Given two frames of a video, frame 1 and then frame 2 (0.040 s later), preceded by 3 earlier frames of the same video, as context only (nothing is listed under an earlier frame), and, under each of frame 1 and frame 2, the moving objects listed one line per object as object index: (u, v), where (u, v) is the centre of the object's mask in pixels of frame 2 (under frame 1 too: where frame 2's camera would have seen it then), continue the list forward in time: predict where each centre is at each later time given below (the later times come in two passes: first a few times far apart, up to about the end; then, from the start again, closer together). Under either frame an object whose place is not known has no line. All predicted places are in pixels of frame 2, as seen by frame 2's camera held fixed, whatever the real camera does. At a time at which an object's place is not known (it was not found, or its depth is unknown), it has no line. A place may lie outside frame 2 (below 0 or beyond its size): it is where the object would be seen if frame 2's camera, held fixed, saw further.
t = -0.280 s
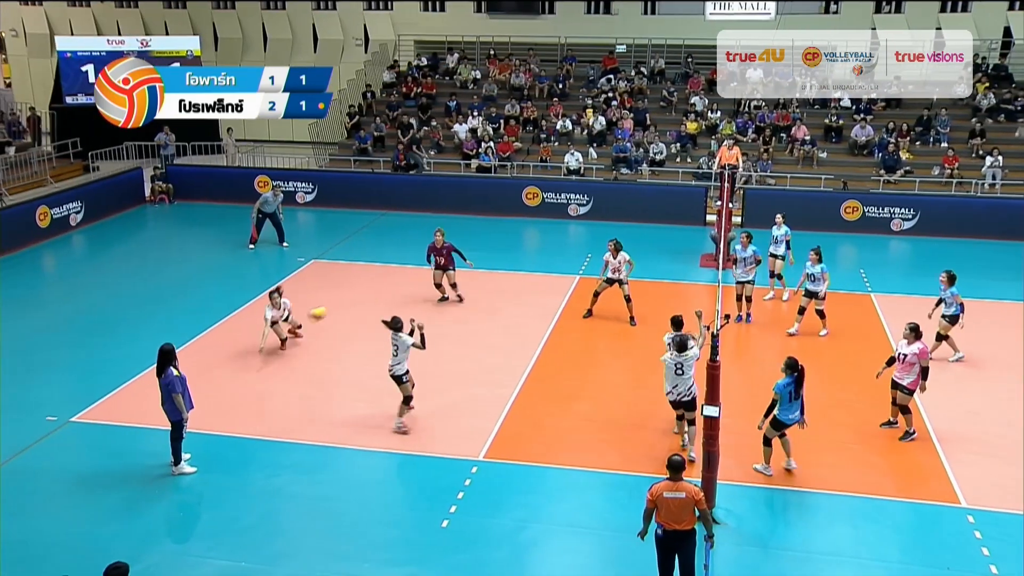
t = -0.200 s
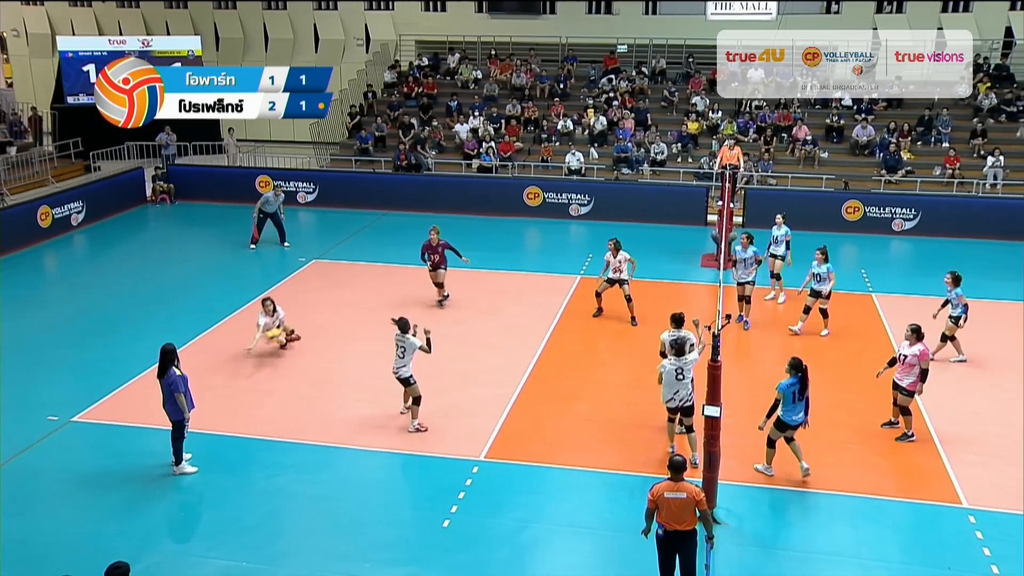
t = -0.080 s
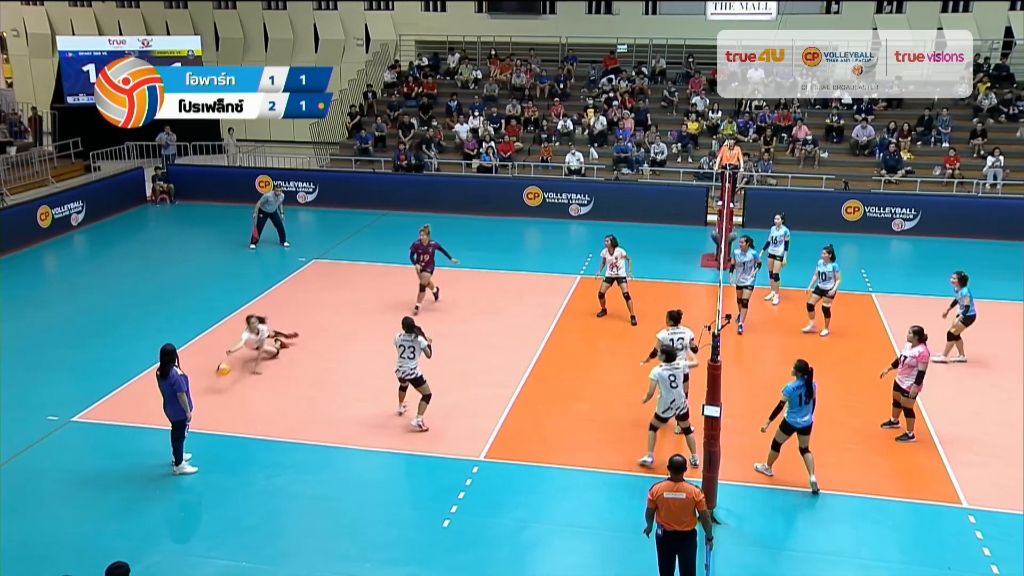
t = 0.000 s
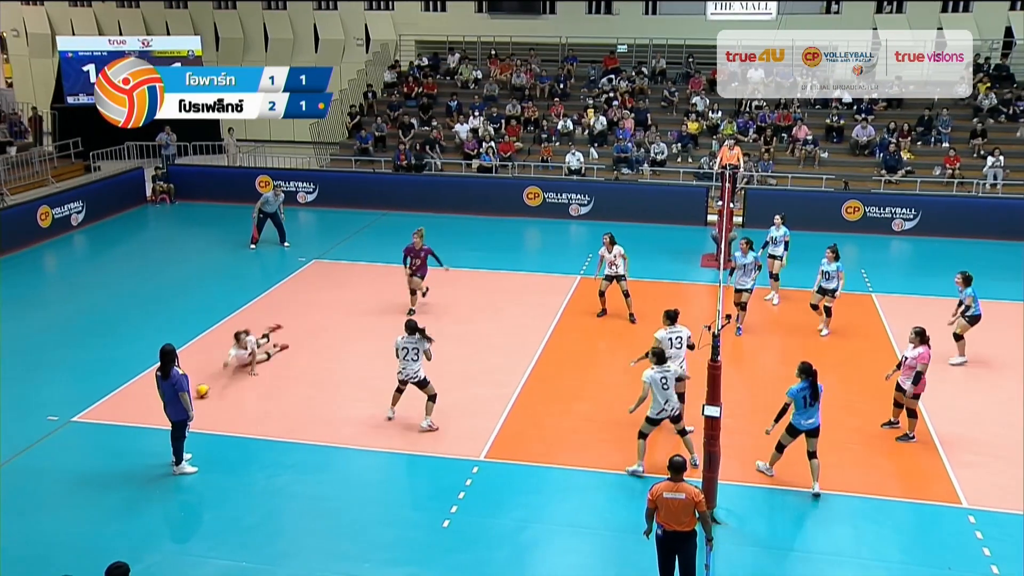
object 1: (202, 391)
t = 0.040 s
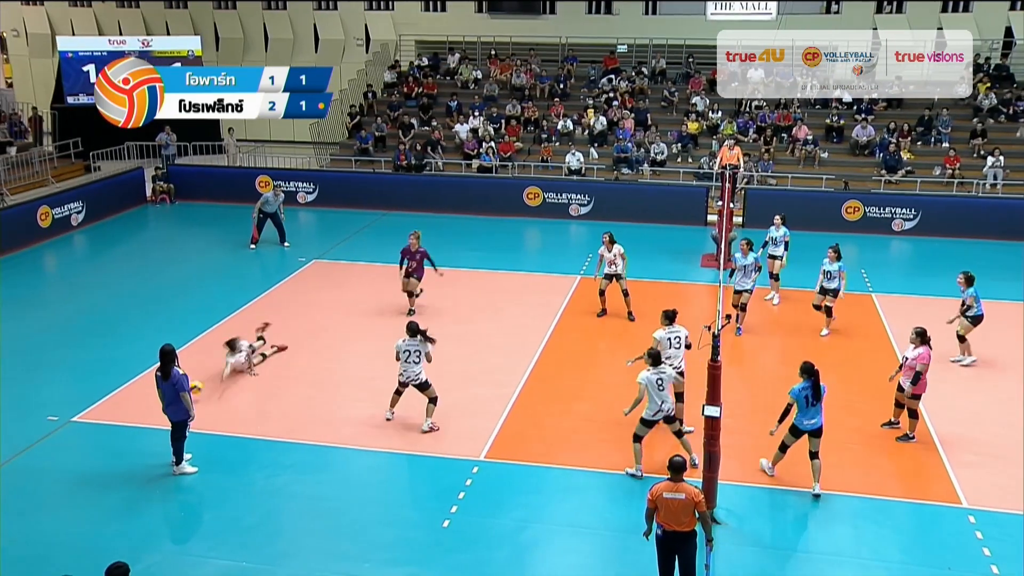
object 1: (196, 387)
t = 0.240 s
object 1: (150, 386)
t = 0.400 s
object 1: (121, 403)
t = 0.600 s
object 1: (81, 451)
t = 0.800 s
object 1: (30, 463)
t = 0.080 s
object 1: (192, 384)
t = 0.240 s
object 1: (150, 386)
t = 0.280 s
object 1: (146, 388)
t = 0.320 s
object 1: (138, 392)
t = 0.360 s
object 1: (130, 396)
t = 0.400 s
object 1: (121, 403)
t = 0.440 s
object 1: (114, 409)
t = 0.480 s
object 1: (105, 418)
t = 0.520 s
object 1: (97, 428)
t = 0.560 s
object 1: (88, 439)
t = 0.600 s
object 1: (81, 451)
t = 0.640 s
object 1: (71, 465)
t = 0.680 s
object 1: (61, 462)
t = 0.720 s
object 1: (51, 462)
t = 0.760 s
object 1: (41, 462)
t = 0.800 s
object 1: (30, 463)
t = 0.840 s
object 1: (19, 465)
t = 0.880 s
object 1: (9, 469)
